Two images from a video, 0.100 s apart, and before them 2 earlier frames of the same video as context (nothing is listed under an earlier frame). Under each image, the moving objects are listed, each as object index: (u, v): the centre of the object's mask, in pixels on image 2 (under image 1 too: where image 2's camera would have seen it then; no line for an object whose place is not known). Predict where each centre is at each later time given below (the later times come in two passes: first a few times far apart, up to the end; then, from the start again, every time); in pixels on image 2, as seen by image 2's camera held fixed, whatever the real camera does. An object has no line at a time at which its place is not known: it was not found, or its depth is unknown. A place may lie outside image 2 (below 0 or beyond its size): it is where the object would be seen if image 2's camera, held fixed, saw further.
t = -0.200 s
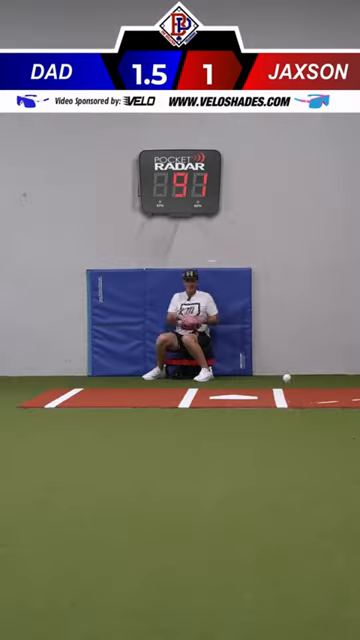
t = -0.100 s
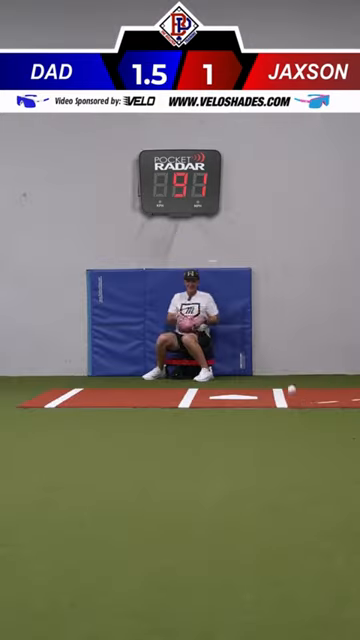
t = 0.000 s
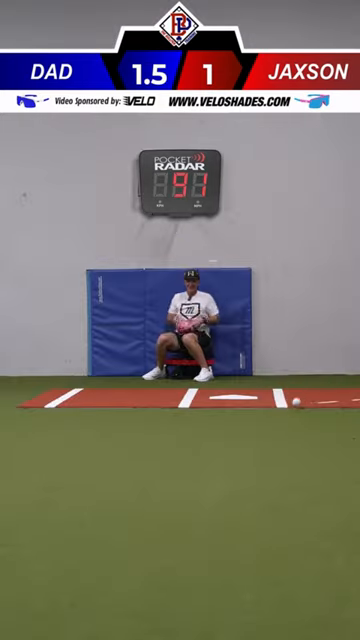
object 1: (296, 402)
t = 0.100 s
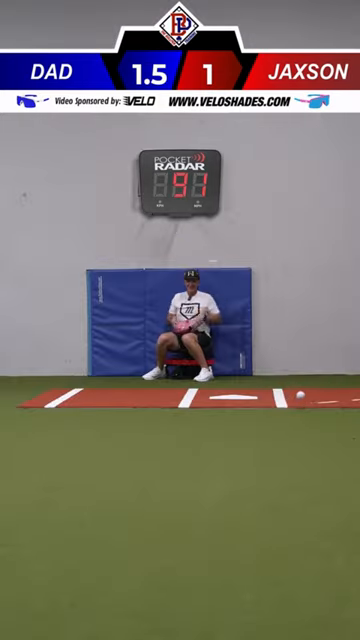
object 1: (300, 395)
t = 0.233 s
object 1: (306, 403)
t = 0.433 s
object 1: (316, 406)
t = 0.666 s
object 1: (328, 415)
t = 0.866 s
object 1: (338, 418)
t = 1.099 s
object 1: (349, 423)
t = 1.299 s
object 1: (356, 425)
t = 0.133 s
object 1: (301, 395)
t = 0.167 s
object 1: (303, 396)
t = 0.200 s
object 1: (304, 399)
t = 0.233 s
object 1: (306, 403)
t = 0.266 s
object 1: (307, 409)
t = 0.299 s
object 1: (309, 407)
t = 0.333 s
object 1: (311, 405)
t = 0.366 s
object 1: (312, 404)
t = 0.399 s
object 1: (314, 405)
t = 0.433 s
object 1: (316, 406)
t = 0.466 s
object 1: (318, 410)
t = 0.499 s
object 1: (319, 412)
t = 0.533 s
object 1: (321, 411)
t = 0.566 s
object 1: (323, 411)
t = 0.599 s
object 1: (324, 412)
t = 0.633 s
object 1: (326, 414)
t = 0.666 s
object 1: (328, 415)
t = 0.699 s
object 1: (330, 414)
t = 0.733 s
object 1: (331, 415)
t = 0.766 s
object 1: (333, 417)
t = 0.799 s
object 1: (334, 417)
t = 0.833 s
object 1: (336, 418)
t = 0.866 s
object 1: (338, 418)
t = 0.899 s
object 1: (339, 419)
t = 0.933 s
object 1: (341, 420)
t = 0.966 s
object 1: (343, 421)
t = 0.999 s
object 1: (345, 421)
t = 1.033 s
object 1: (346, 422)
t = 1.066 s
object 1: (348, 422)
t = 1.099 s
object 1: (349, 423)
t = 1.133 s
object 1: (350, 423)
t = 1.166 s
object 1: (352, 423)
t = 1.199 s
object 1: (353, 424)
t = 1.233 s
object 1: (355, 424)
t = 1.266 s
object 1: (355, 425)
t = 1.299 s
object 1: (356, 425)
